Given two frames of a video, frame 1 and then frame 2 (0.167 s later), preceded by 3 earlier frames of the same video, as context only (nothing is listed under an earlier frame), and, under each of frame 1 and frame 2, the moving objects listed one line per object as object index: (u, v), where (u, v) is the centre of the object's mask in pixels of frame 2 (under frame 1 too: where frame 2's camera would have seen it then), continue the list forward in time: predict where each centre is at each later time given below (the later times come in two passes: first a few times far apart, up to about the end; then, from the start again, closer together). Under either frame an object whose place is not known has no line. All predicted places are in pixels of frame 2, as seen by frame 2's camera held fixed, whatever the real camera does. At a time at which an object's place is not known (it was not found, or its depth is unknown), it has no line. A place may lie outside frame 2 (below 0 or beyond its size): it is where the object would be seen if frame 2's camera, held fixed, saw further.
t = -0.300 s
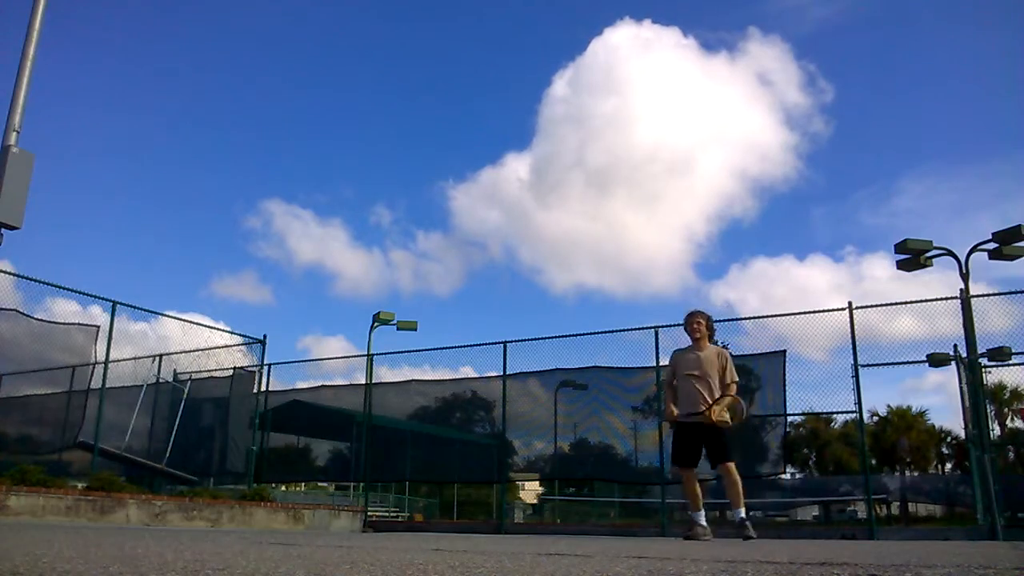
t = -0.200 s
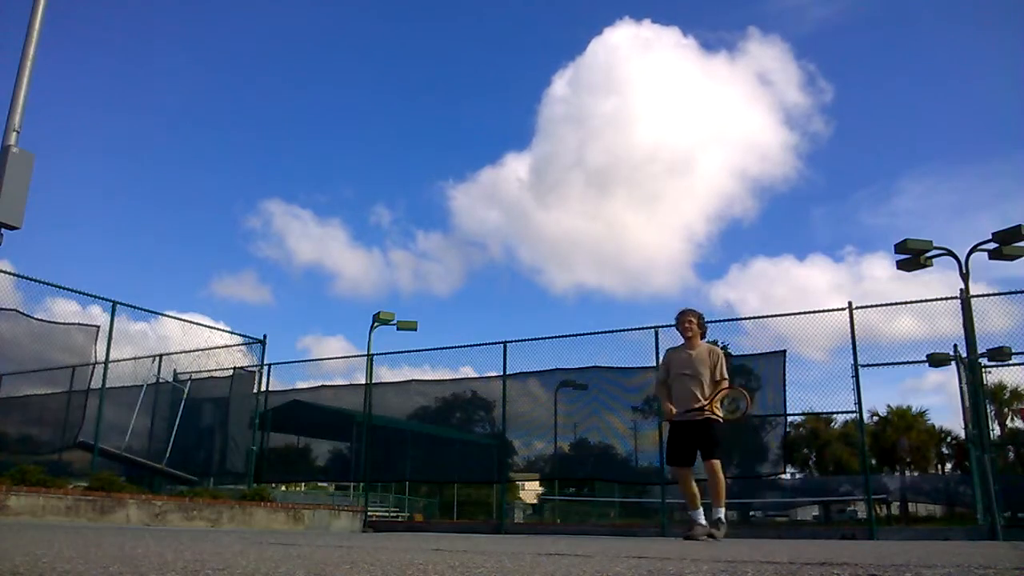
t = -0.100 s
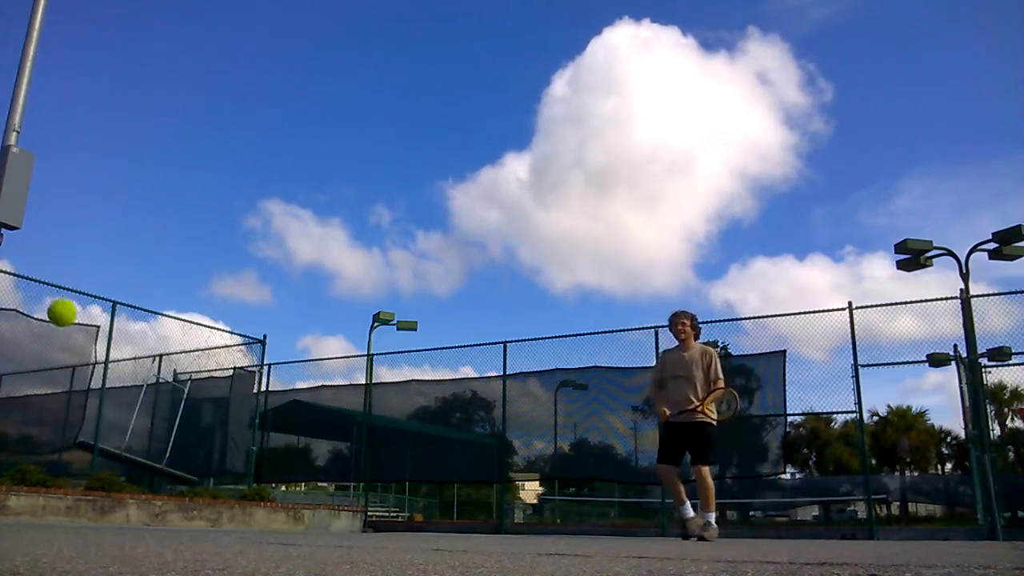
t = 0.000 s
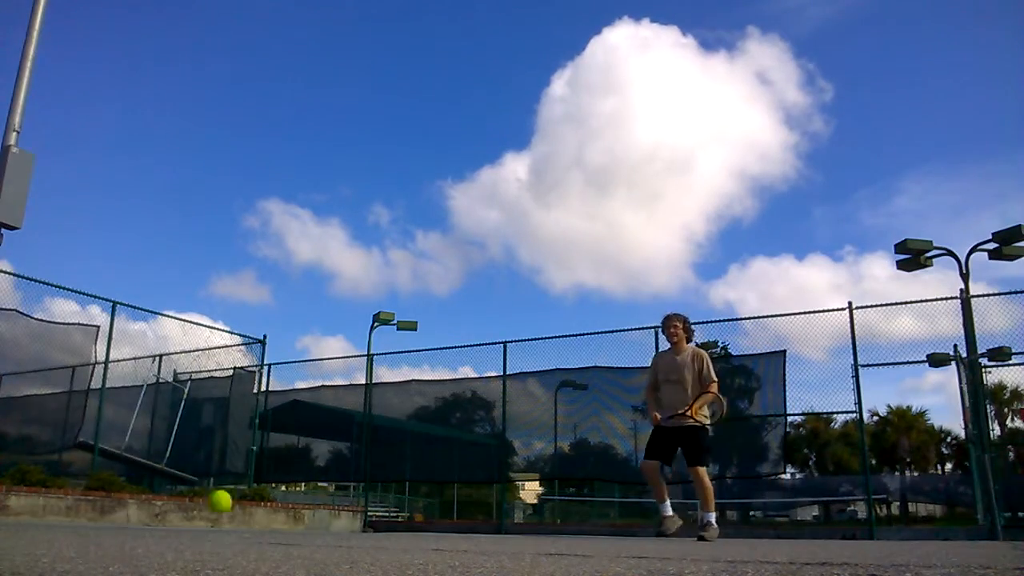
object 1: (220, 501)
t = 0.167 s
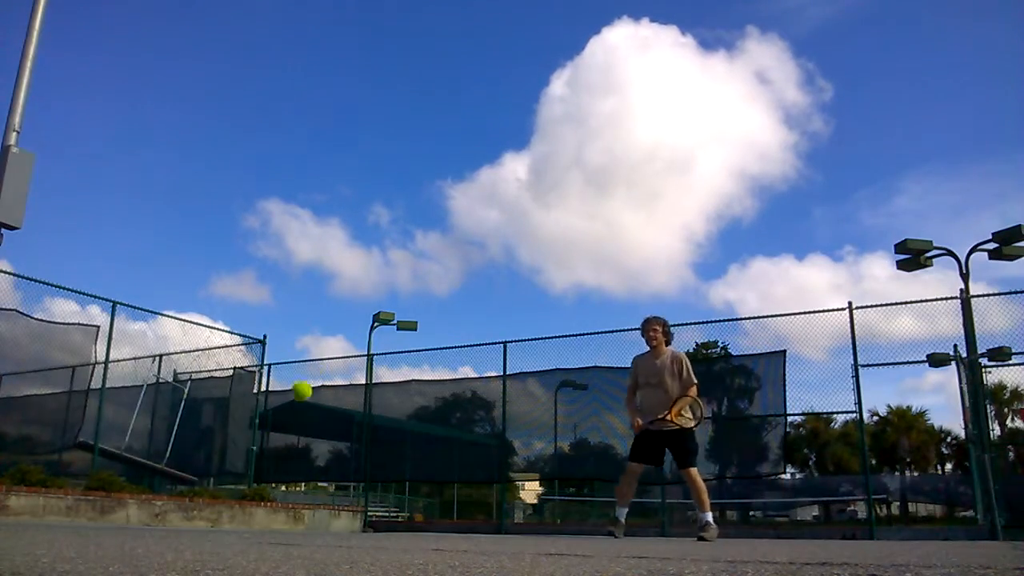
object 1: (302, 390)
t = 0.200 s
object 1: (312, 371)
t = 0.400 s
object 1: (365, 323)
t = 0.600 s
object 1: (403, 371)
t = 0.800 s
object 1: (432, 500)
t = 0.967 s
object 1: (460, 461)
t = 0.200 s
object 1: (312, 371)
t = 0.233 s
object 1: (322, 355)
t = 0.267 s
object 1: (332, 342)
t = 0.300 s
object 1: (341, 333)
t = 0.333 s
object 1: (349, 327)
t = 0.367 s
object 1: (358, 324)
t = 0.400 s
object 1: (365, 323)
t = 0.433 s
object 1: (372, 325)
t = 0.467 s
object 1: (379, 329)
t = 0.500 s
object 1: (386, 336)
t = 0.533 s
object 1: (392, 345)
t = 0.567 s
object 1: (397, 357)
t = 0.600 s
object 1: (403, 371)
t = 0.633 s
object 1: (408, 386)
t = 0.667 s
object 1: (415, 405)
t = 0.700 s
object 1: (418, 426)
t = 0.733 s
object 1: (423, 448)
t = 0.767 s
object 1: (428, 473)
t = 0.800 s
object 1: (432, 500)
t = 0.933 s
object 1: (455, 475)
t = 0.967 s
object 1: (460, 461)
